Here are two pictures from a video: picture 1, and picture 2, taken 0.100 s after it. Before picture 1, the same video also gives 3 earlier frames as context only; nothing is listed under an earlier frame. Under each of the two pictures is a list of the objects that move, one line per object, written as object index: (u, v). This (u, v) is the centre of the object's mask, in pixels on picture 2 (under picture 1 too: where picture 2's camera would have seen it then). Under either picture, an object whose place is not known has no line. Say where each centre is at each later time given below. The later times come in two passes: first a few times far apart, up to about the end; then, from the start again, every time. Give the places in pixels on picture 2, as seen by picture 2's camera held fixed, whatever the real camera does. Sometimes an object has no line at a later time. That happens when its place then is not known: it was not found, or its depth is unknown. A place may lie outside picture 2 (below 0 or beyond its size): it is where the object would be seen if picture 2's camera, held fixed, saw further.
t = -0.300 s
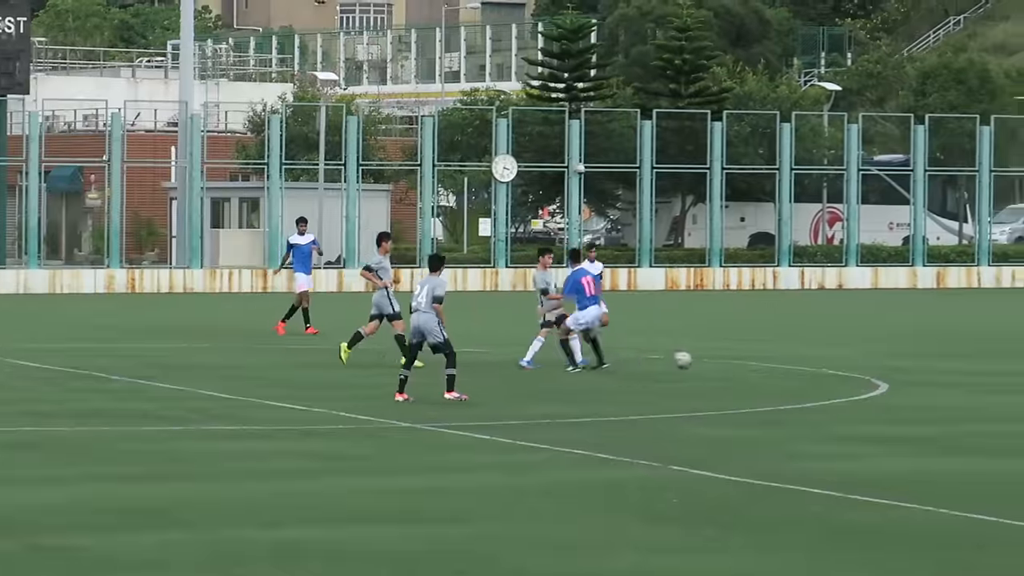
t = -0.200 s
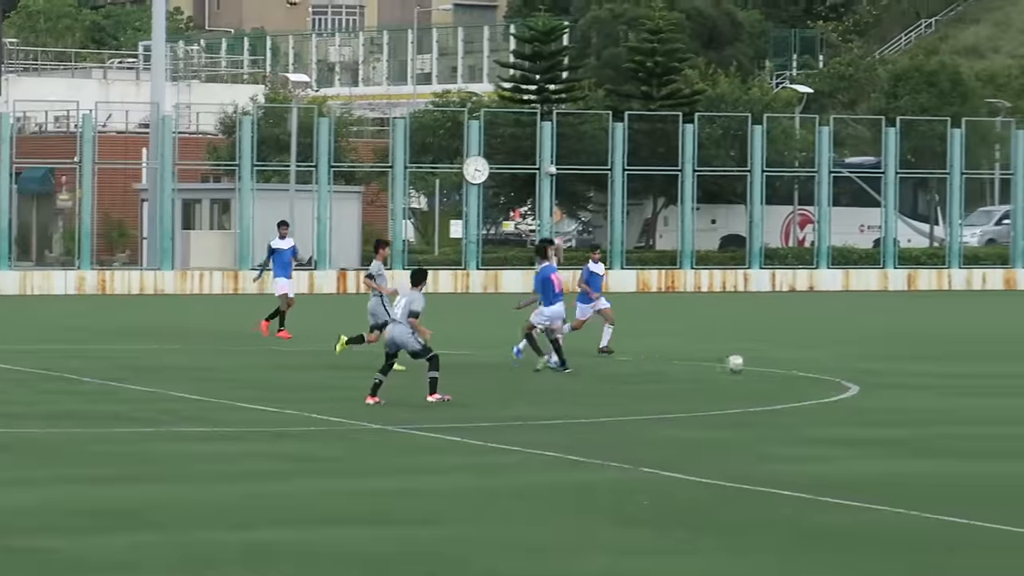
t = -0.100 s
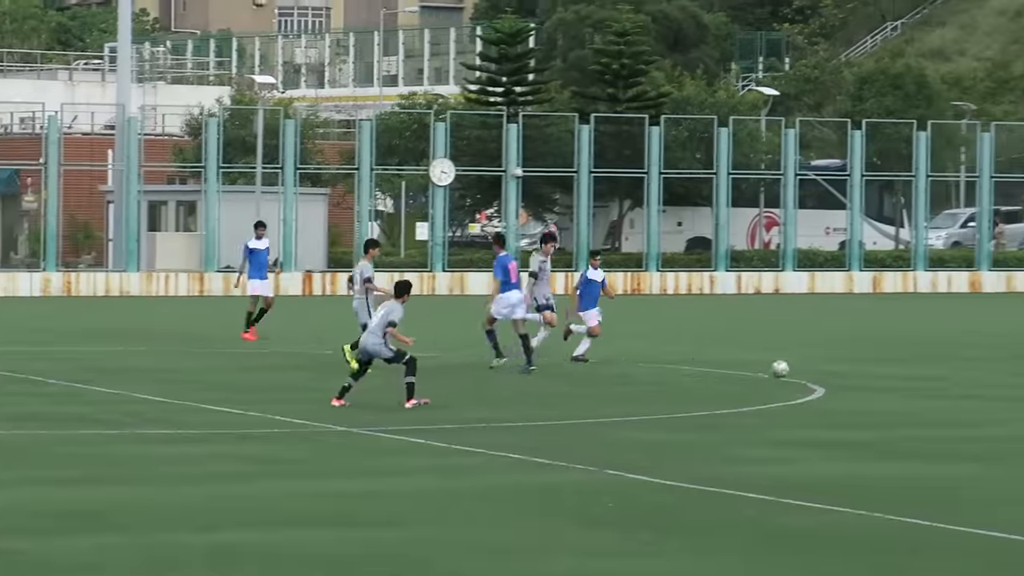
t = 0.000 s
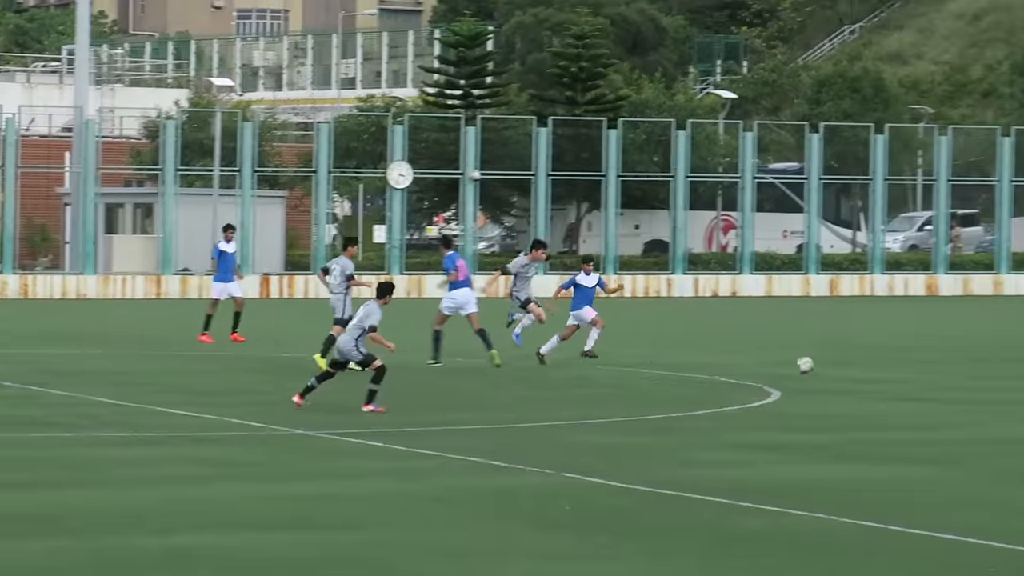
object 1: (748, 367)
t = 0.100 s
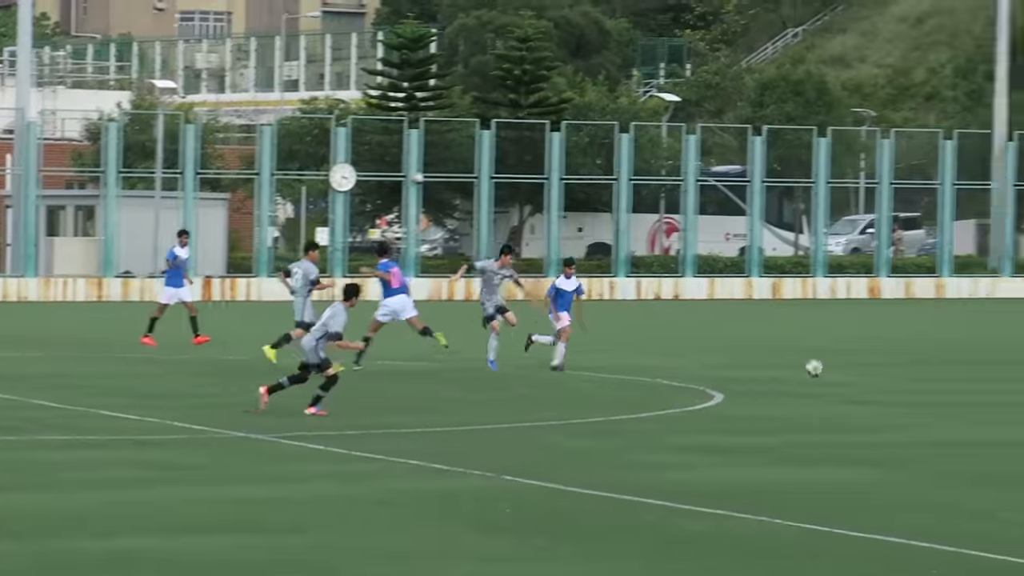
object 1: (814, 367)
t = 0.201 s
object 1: (881, 376)
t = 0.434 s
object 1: (1017, 377)
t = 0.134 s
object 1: (836, 370)
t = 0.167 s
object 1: (859, 372)
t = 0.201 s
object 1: (881, 376)
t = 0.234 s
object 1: (903, 376)
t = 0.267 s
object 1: (921, 375)
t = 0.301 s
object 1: (940, 374)
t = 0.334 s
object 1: (959, 373)
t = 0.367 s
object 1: (978, 373)
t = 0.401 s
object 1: (998, 375)
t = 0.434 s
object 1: (1017, 377)
